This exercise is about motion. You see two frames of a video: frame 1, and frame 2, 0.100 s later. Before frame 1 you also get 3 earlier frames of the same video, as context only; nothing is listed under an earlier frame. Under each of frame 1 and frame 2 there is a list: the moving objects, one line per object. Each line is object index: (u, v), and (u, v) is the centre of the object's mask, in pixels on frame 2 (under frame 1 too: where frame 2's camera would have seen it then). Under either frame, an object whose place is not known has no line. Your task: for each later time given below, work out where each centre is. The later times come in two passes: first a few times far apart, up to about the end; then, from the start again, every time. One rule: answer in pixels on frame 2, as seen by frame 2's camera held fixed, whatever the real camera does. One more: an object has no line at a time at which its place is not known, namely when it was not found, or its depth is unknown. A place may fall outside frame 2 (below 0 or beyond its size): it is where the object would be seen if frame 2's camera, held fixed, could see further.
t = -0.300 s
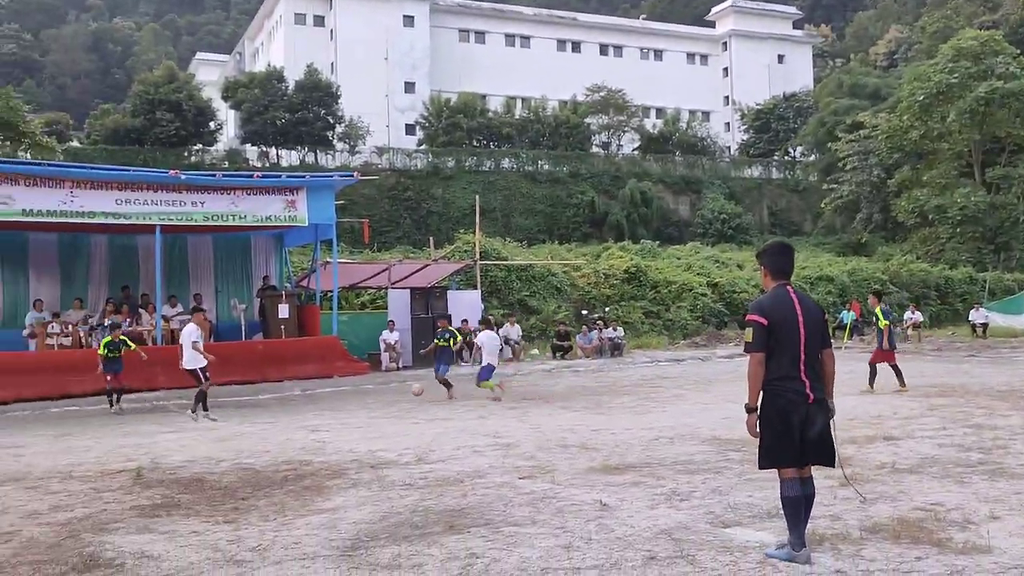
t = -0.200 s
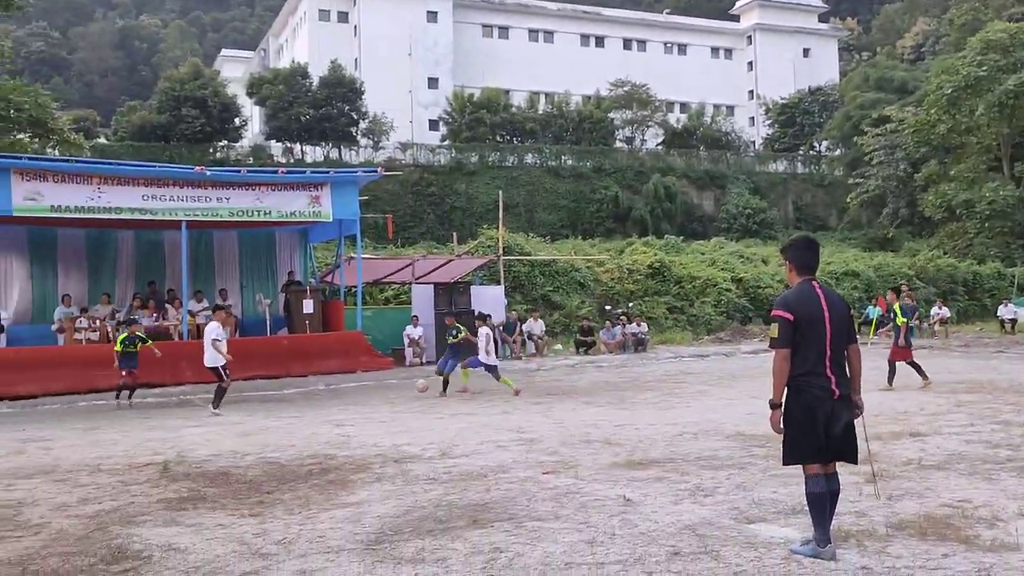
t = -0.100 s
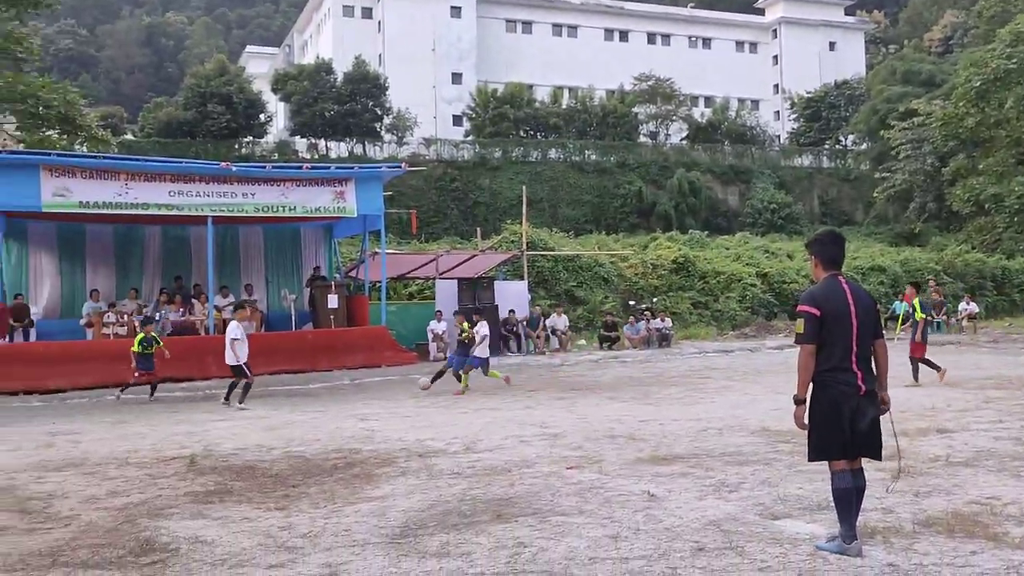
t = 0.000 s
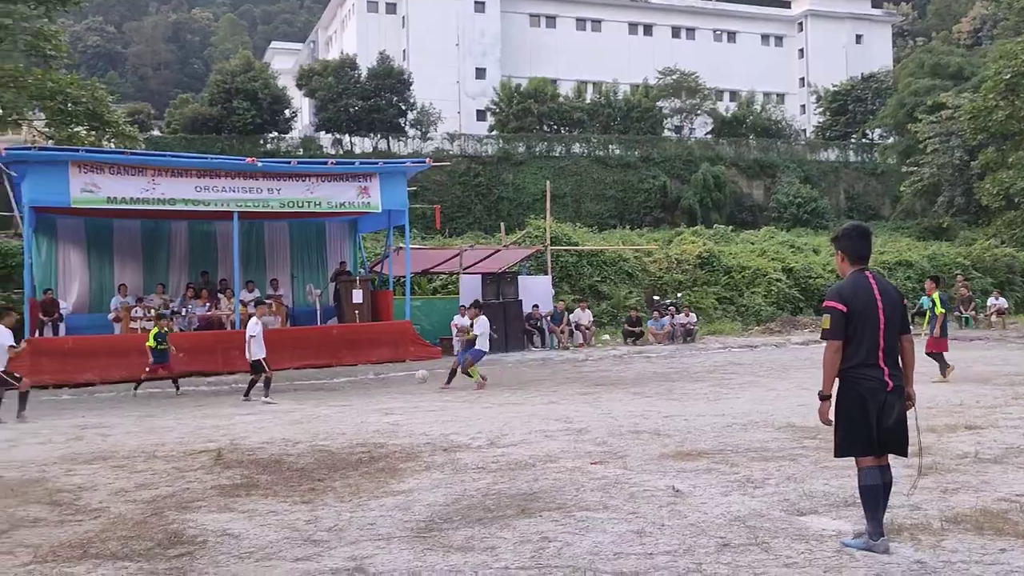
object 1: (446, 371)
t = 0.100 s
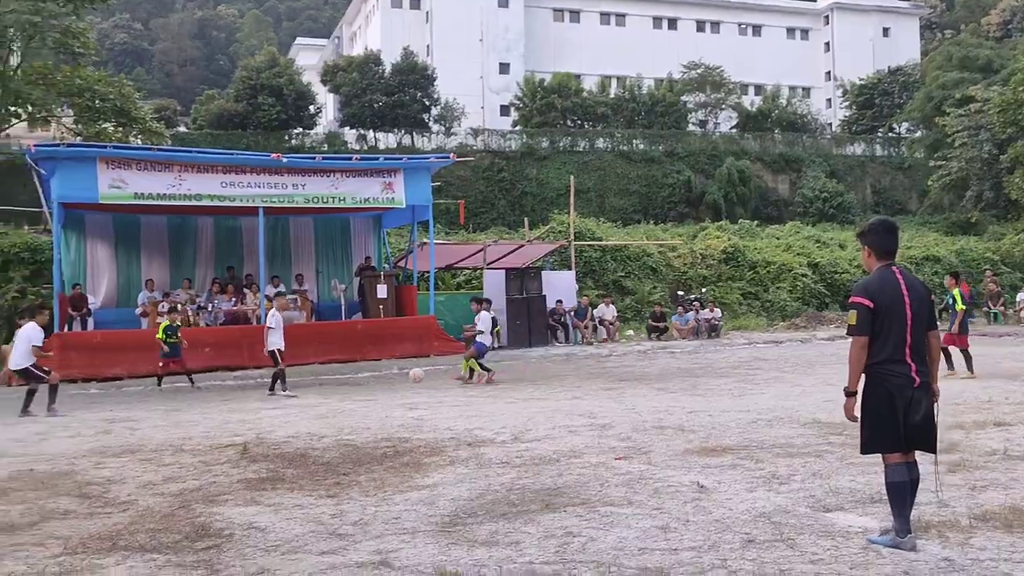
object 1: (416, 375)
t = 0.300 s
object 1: (350, 402)
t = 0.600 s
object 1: (240, 425)
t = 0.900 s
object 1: (107, 445)
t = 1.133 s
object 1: (-38, 483)
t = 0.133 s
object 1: (406, 378)
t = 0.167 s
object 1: (396, 381)
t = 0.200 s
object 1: (385, 387)
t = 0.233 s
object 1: (373, 393)
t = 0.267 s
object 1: (362, 401)
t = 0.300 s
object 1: (350, 402)
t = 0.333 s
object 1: (340, 400)
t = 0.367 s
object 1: (329, 400)
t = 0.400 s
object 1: (318, 399)
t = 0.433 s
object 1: (306, 400)
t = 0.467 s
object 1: (294, 403)
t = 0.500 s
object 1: (281, 406)
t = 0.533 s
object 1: (268, 411)
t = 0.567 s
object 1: (253, 419)
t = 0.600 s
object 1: (240, 425)
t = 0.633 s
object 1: (227, 423)
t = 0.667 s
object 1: (214, 423)
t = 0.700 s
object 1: (201, 425)
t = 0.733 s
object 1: (186, 430)
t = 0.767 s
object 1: (171, 434)
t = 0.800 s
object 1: (157, 441)
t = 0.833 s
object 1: (140, 447)
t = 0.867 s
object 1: (124, 449)
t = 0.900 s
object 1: (107, 445)
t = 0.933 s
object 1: (88, 445)
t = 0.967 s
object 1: (69, 447)
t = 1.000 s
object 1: (51, 452)
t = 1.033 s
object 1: (30, 455)
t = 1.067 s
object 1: (7, 463)
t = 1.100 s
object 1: (-13, 472)
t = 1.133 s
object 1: (-38, 483)
